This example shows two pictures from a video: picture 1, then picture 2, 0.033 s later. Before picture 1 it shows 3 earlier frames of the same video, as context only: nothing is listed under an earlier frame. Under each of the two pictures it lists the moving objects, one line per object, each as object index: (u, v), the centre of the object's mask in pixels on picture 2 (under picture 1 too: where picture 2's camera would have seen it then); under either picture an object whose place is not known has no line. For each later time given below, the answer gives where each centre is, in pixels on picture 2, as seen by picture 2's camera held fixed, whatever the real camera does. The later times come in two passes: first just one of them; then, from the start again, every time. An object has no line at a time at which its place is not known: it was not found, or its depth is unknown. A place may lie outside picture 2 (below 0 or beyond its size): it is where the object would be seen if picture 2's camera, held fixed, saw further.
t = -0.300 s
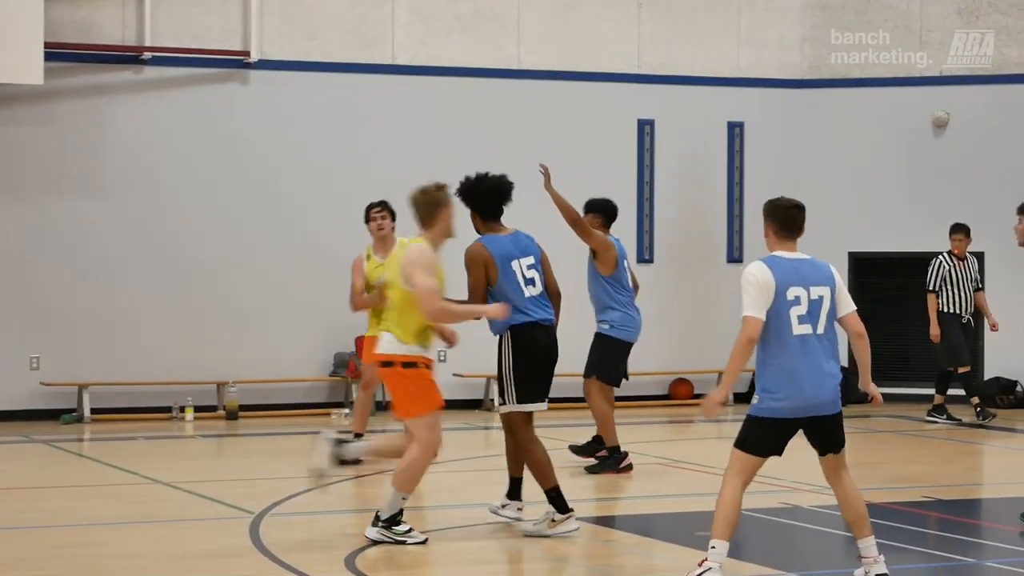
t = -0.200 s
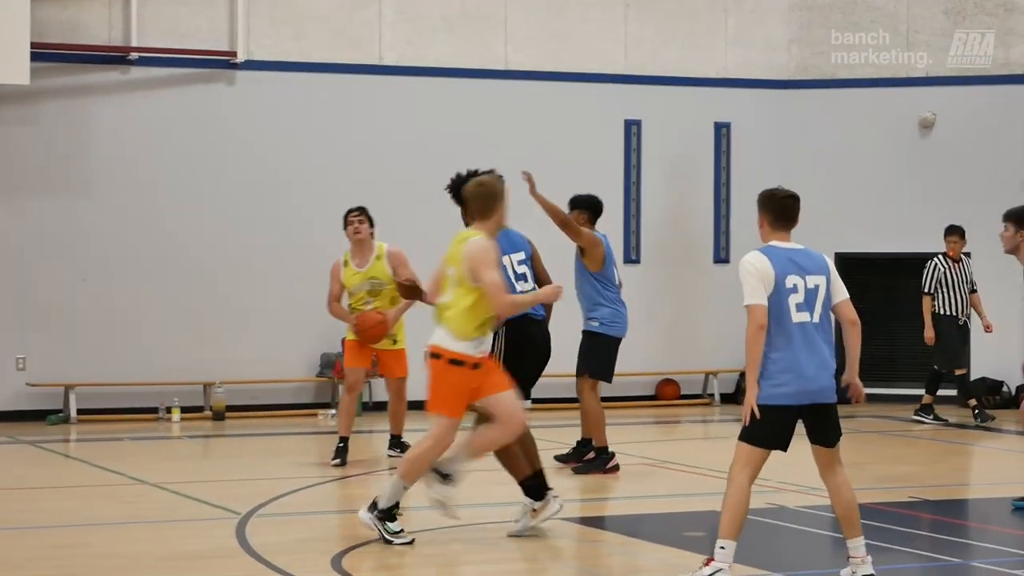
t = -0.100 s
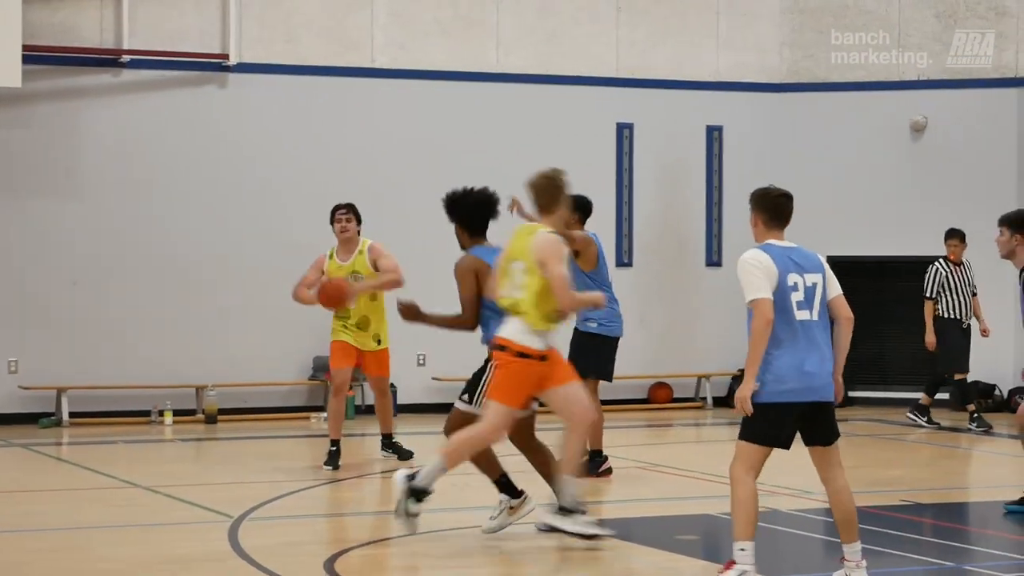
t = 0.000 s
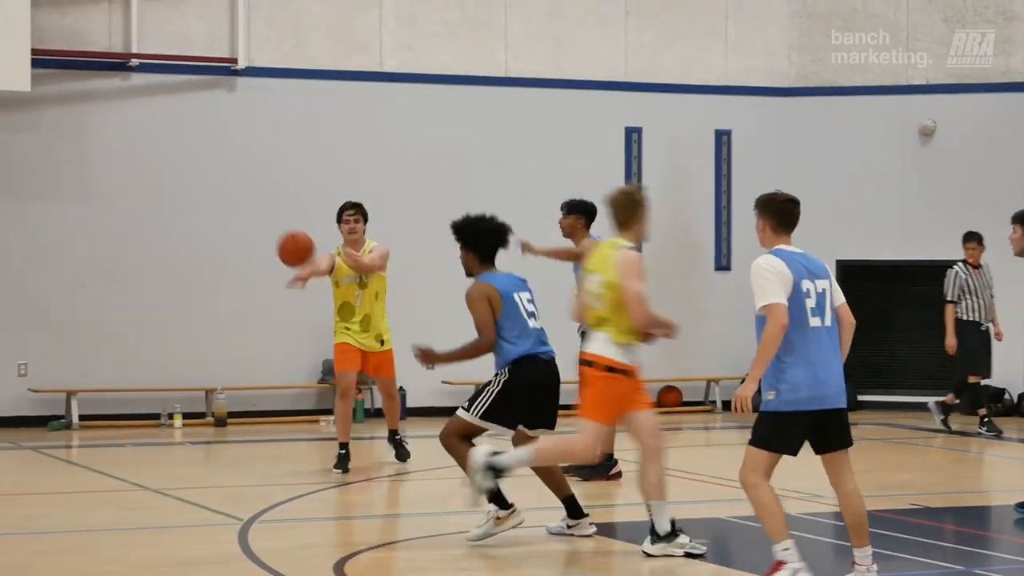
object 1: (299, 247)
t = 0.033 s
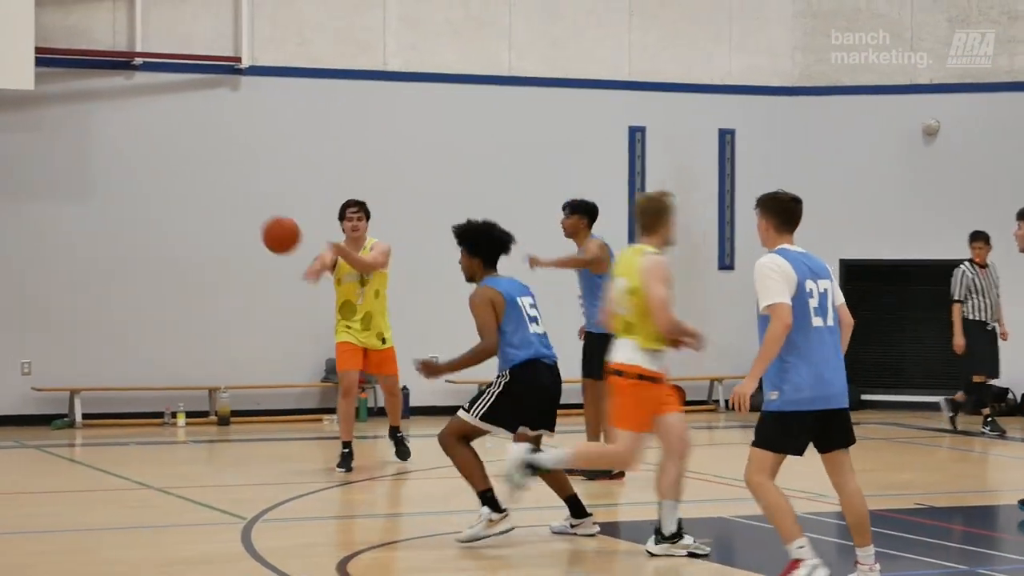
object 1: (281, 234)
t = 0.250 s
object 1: (141, 178)
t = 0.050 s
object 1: (271, 228)
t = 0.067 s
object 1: (261, 223)
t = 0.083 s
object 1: (252, 217)
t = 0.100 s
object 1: (241, 212)
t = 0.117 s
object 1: (231, 207)
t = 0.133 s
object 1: (221, 202)
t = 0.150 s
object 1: (210, 197)
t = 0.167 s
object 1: (199, 193)
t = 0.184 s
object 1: (188, 190)
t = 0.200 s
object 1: (176, 186)
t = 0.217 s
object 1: (165, 183)
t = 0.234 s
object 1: (153, 180)
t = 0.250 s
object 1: (141, 178)
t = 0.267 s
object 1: (129, 176)
